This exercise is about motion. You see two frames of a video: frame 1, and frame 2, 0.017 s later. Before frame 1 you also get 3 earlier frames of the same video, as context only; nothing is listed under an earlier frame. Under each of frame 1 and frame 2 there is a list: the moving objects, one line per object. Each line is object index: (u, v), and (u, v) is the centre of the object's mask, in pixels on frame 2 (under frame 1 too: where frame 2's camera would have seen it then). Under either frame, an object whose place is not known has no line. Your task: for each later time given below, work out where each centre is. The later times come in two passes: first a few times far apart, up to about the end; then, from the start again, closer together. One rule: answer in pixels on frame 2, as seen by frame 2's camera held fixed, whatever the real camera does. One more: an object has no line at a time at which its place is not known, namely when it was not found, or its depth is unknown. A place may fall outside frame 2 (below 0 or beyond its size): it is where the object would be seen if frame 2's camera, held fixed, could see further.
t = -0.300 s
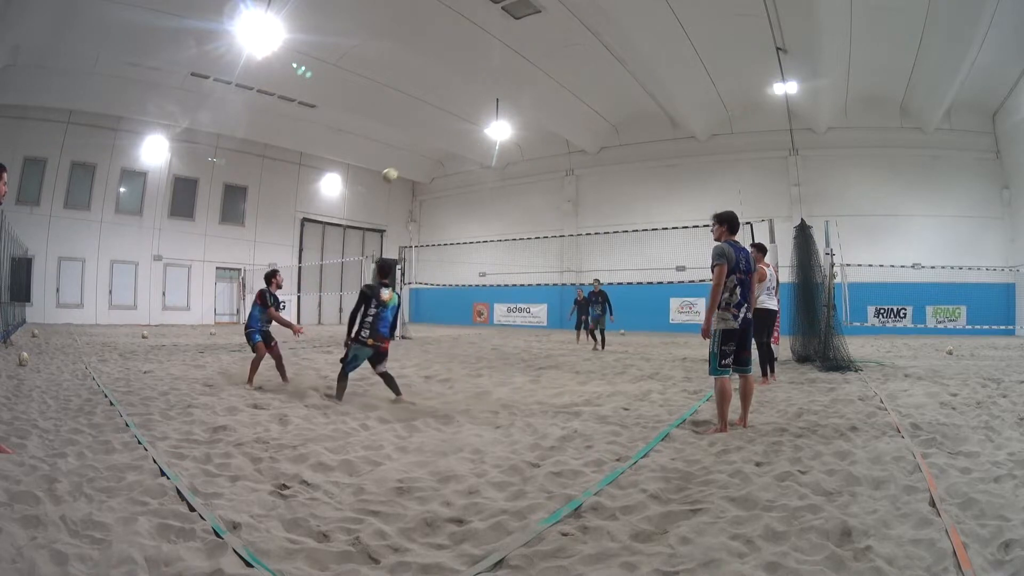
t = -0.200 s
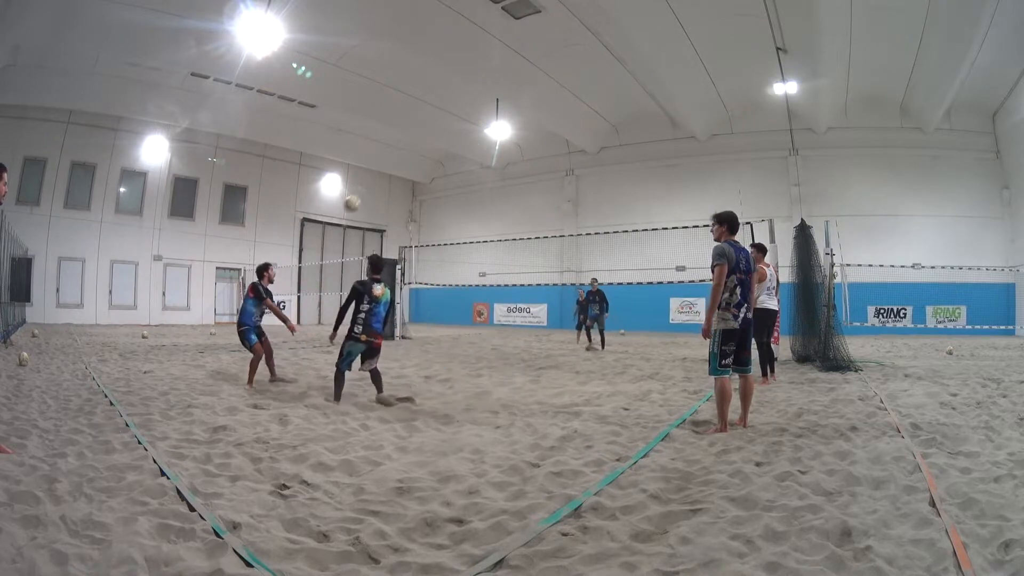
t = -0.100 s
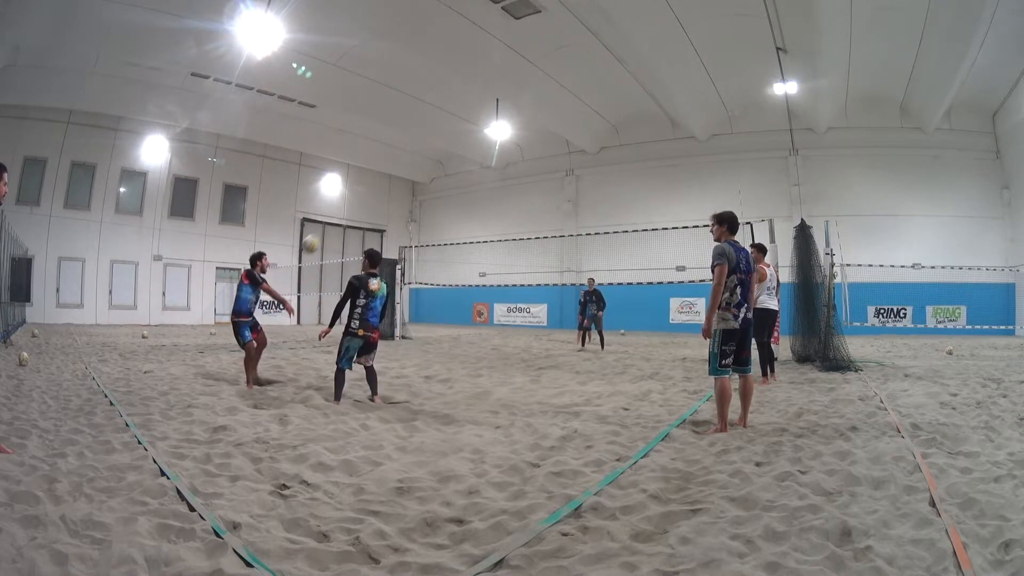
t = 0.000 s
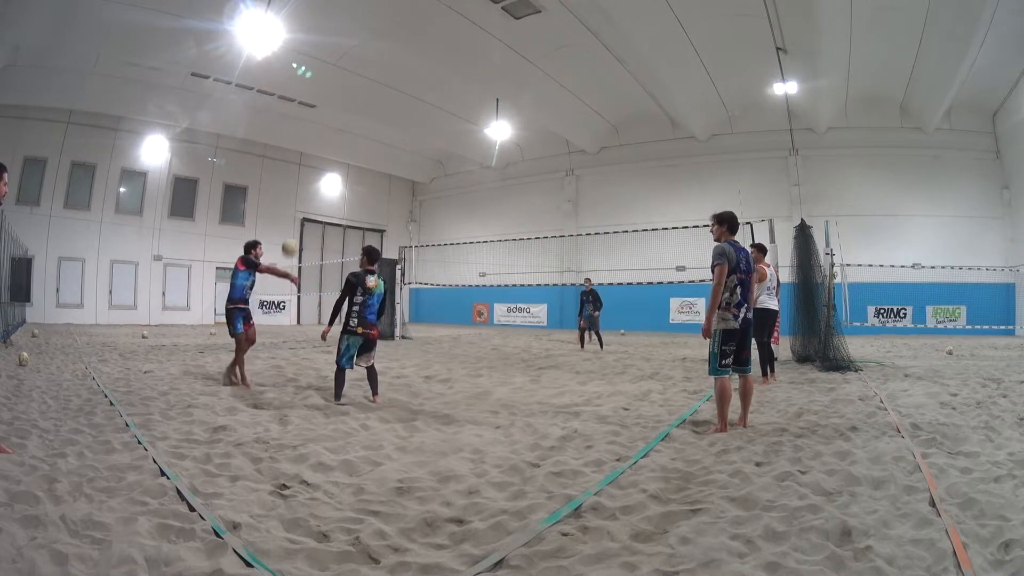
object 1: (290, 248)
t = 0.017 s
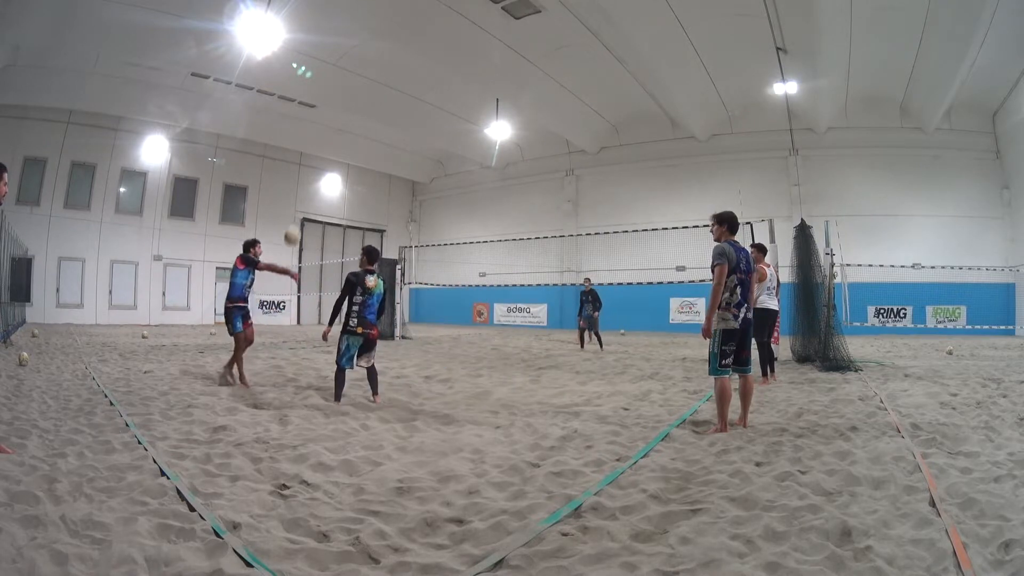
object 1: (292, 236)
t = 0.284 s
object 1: (336, 99)
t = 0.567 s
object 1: (369, 36)
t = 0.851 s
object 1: (393, 24)
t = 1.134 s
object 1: (409, 51)
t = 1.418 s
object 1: (420, 124)
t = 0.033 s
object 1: (295, 224)
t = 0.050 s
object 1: (299, 213)
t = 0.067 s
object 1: (300, 203)
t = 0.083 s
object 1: (303, 192)
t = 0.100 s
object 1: (307, 182)
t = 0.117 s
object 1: (309, 173)
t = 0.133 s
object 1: (312, 164)
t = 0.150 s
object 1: (315, 155)
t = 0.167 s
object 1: (318, 147)
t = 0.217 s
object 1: (326, 125)
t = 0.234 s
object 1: (328, 118)
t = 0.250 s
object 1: (331, 111)
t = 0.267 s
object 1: (333, 105)
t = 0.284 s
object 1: (336, 99)
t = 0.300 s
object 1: (338, 93)
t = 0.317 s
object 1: (340, 88)
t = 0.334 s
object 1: (342, 83)
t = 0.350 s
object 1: (344, 78)
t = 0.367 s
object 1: (347, 74)
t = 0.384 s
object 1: (349, 69)
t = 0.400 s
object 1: (351, 66)
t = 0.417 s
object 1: (353, 61)
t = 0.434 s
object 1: (355, 58)
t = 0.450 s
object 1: (357, 54)
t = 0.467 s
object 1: (359, 51)
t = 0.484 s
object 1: (361, 48)
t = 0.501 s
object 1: (362, 46)
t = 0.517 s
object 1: (364, 43)
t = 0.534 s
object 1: (366, 40)
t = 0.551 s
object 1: (368, 38)
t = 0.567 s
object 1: (369, 36)
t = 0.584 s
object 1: (371, 34)
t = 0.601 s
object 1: (373, 32)
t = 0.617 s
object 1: (374, 31)
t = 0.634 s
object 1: (376, 29)
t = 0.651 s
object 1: (377, 28)
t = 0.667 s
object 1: (379, 27)
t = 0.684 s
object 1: (380, 26)
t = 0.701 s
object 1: (381, 25)
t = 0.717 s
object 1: (383, 24)
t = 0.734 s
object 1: (384, 24)
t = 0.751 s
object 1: (386, 24)
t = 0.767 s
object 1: (387, 23)
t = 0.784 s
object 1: (388, 23)
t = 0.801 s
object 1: (389, 23)
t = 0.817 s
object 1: (391, 23)
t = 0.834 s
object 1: (392, 24)
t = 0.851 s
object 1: (393, 24)
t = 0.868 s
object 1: (394, 25)
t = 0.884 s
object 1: (395, 25)
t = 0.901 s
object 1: (396, 26)
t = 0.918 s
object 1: (397, 27)
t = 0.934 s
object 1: (398, 28)
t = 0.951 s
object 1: (399, 29)
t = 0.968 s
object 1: (400, 30)
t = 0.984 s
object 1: (401, 32)
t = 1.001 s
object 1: (402, 34)
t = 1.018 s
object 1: (403, 35)
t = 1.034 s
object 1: (404, 37)
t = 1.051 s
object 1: (405, 39)
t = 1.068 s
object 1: (406, 41)
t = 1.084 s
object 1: (407, 44)
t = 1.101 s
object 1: (407, 46)
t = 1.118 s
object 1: (408, 49)
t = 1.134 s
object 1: (409, 51)
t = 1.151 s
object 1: (410, 55)
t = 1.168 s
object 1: (410, 58)
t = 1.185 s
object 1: (411, 61)
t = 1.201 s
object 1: (412, 64)
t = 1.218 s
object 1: (412, 68)
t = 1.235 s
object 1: (413, 72)
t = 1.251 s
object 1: (414, 75)
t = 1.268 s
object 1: (415, 79)
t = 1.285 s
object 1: (415, 84)
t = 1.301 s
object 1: (416, 88)
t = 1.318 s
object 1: (416, 93)
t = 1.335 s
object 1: (417, 97)
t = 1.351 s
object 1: (418, 102)
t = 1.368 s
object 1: (418, 107)
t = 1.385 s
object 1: (419, 113)
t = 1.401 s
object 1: (419, 118)
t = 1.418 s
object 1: (420, 124)
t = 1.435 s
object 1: (421, 130)
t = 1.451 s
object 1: (421, 136)
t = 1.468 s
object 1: (422, 142)
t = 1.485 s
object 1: (423, 148)
